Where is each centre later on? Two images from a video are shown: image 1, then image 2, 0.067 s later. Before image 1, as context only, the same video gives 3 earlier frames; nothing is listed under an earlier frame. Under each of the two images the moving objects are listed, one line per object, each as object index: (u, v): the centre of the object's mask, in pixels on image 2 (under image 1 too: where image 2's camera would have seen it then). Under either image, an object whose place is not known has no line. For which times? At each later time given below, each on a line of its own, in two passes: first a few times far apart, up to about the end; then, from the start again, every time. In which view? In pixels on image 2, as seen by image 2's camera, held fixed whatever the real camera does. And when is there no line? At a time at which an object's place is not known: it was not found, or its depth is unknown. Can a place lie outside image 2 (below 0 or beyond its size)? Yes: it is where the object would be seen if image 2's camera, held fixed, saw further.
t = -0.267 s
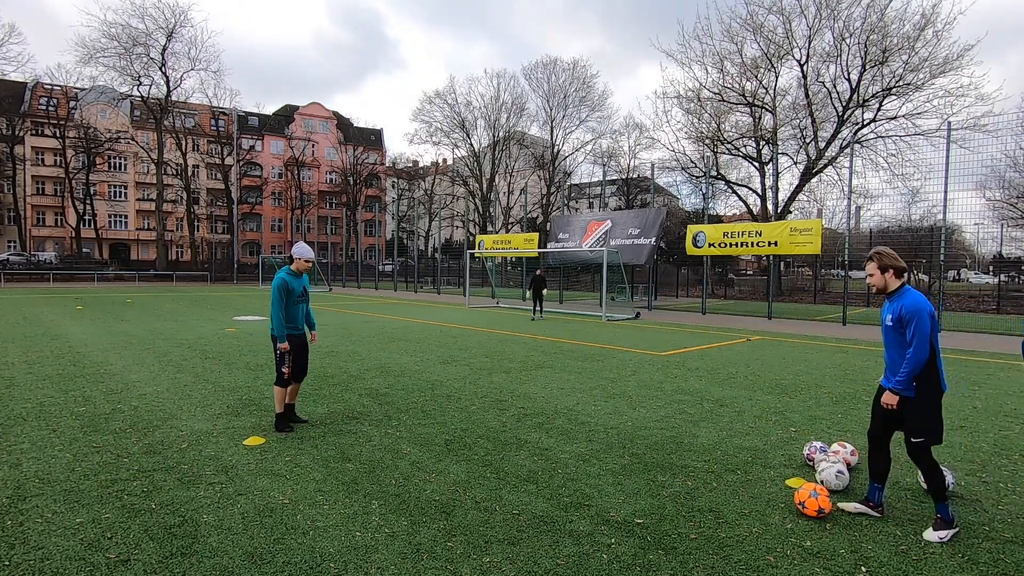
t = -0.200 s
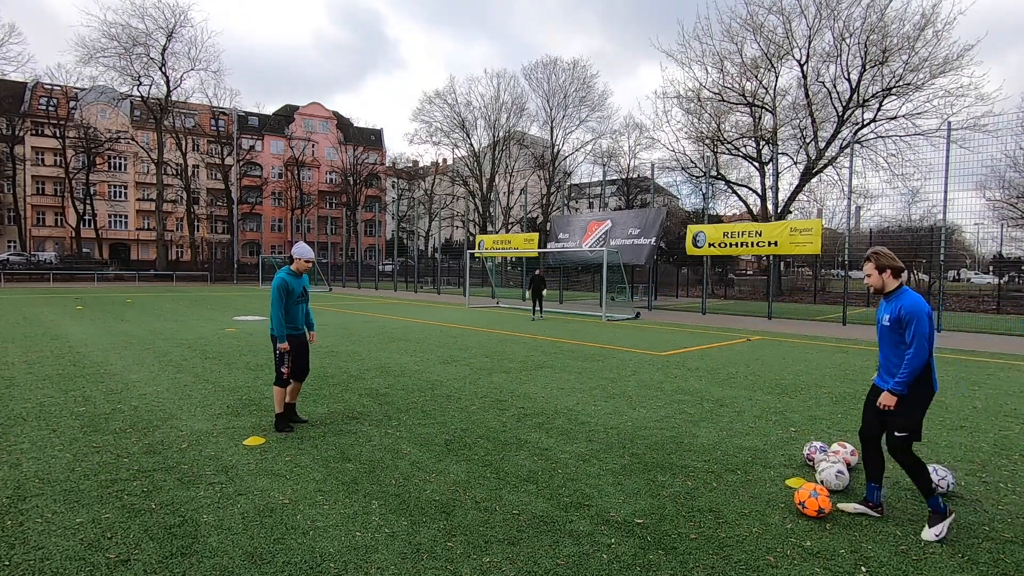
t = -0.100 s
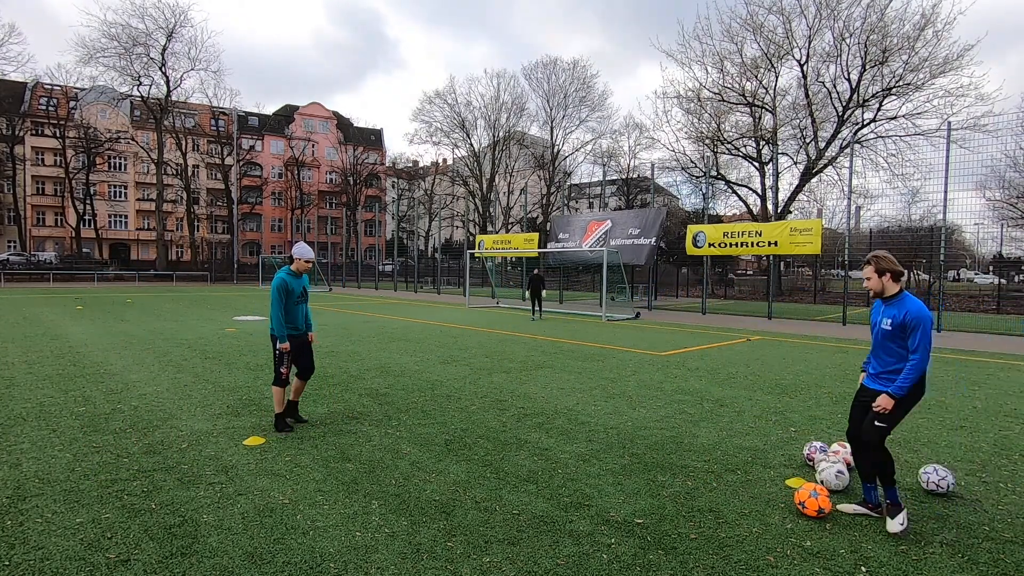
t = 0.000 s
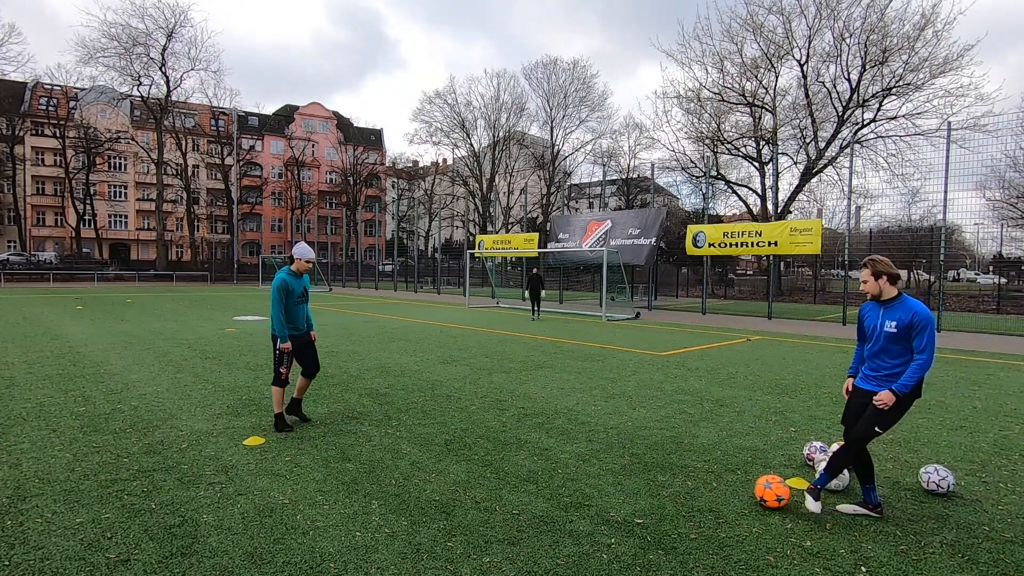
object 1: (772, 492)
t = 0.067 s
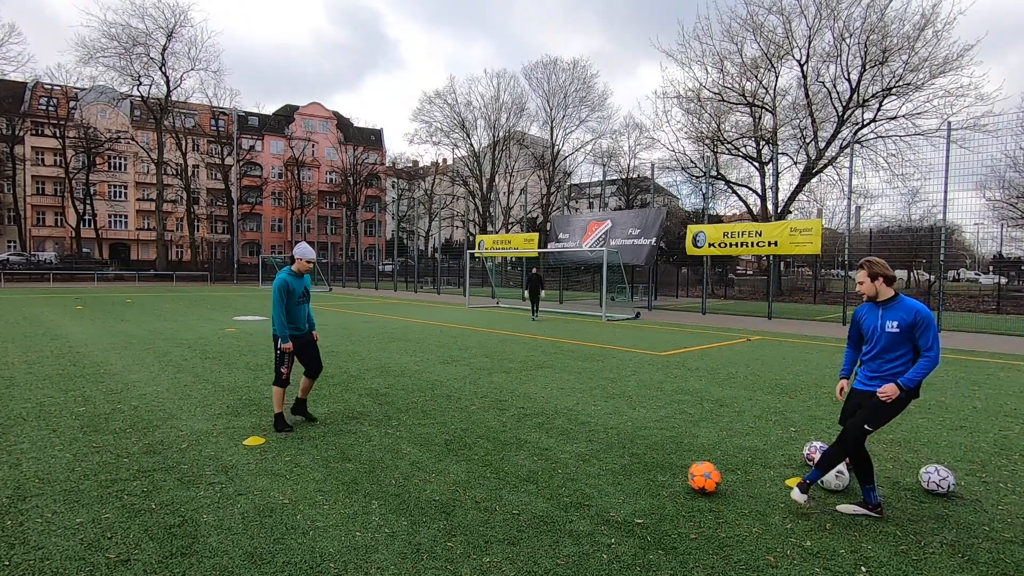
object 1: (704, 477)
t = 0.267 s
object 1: (554, 449)
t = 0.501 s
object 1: (444, 426)
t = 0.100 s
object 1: (674, 473)
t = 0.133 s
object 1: (646, 466)
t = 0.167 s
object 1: (621, 461)
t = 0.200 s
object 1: (597, 457)
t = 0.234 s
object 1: (574, 453)
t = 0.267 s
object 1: (554, 449)
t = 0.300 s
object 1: (535, 444)
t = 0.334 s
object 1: (517, 442)
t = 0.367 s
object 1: (500, 438)
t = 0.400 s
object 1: (485, 435)
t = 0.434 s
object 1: (470, 432)
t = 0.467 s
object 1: (456, 430)
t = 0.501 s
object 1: (444, 426)
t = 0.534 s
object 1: (432, 424)
